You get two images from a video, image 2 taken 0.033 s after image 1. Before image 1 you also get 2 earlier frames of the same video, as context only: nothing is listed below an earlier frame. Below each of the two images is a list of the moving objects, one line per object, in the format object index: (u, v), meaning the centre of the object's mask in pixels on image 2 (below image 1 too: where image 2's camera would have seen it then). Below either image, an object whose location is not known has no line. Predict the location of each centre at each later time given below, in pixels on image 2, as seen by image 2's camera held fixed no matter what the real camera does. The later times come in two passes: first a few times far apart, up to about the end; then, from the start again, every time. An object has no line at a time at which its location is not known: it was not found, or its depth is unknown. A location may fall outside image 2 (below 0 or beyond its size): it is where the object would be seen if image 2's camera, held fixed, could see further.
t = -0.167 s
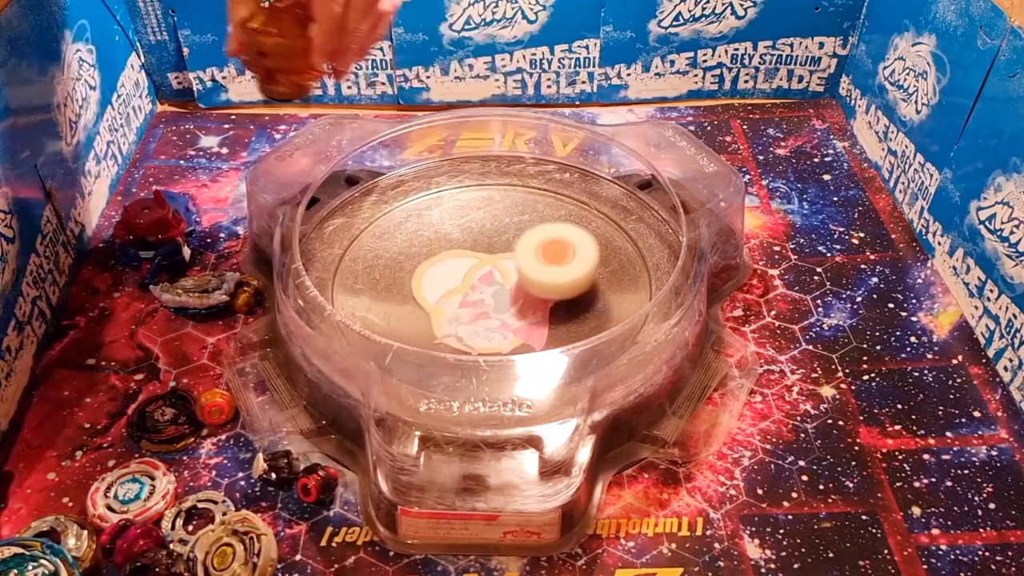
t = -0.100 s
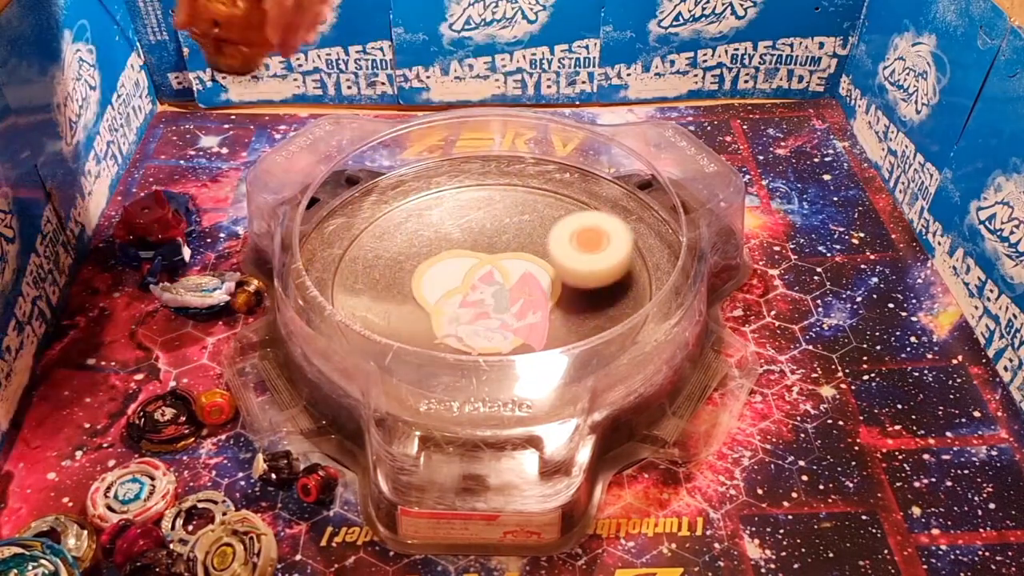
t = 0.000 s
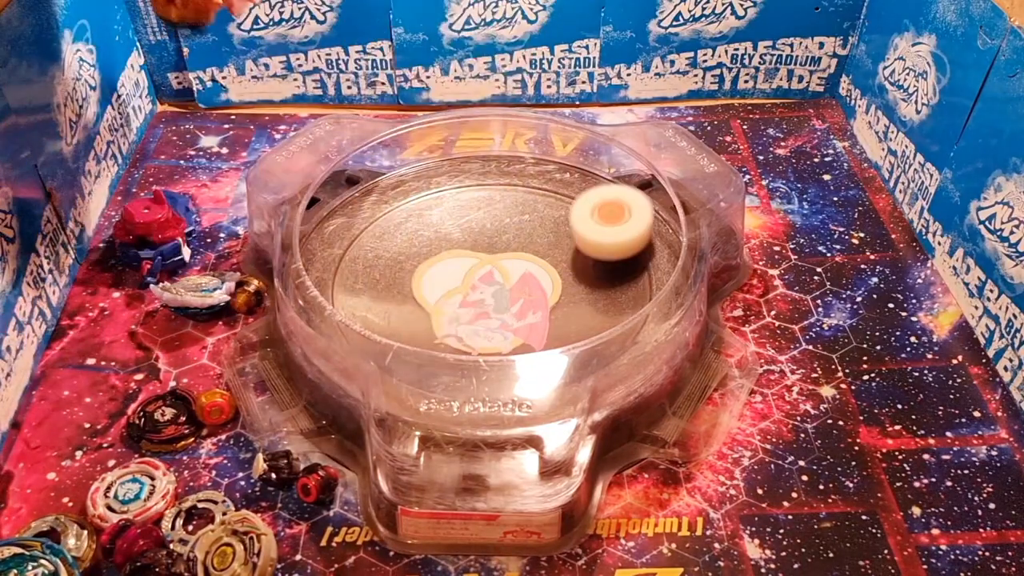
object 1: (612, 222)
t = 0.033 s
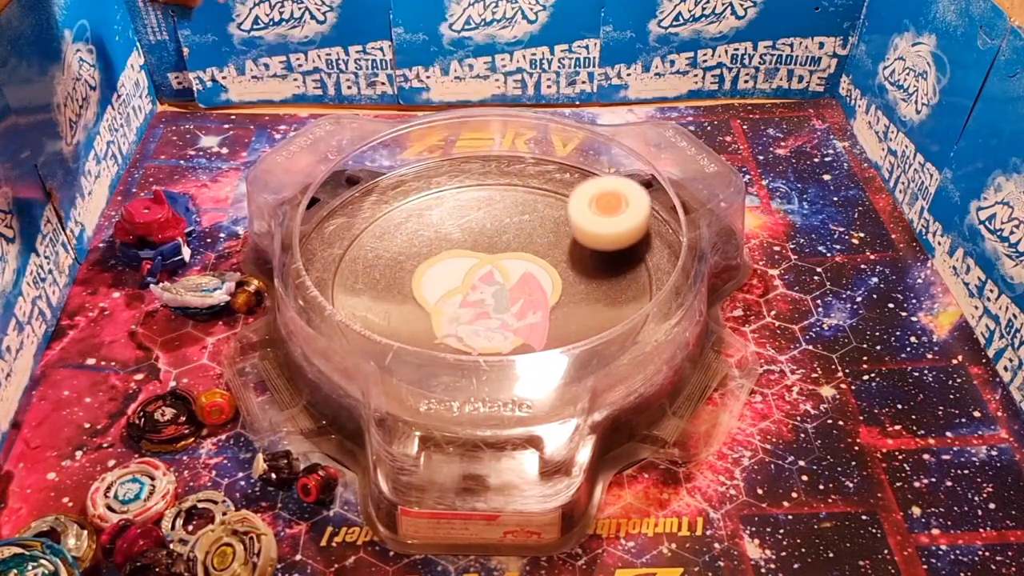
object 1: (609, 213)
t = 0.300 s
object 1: (419, 218)
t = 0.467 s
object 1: (353, 315)
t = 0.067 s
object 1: (601, 205)
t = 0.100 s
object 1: (586, 198)
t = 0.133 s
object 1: (566, 194)
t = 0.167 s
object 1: (542, 191)
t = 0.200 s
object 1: (513, 192)
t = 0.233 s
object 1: (484, 197)
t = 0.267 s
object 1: (451, 206)
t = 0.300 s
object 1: (419, 218)
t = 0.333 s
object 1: (390, 234)
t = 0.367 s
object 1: (364, 251)
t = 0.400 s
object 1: (346, 267)
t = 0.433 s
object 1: (339, 289)
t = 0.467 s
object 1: (353, 315)
